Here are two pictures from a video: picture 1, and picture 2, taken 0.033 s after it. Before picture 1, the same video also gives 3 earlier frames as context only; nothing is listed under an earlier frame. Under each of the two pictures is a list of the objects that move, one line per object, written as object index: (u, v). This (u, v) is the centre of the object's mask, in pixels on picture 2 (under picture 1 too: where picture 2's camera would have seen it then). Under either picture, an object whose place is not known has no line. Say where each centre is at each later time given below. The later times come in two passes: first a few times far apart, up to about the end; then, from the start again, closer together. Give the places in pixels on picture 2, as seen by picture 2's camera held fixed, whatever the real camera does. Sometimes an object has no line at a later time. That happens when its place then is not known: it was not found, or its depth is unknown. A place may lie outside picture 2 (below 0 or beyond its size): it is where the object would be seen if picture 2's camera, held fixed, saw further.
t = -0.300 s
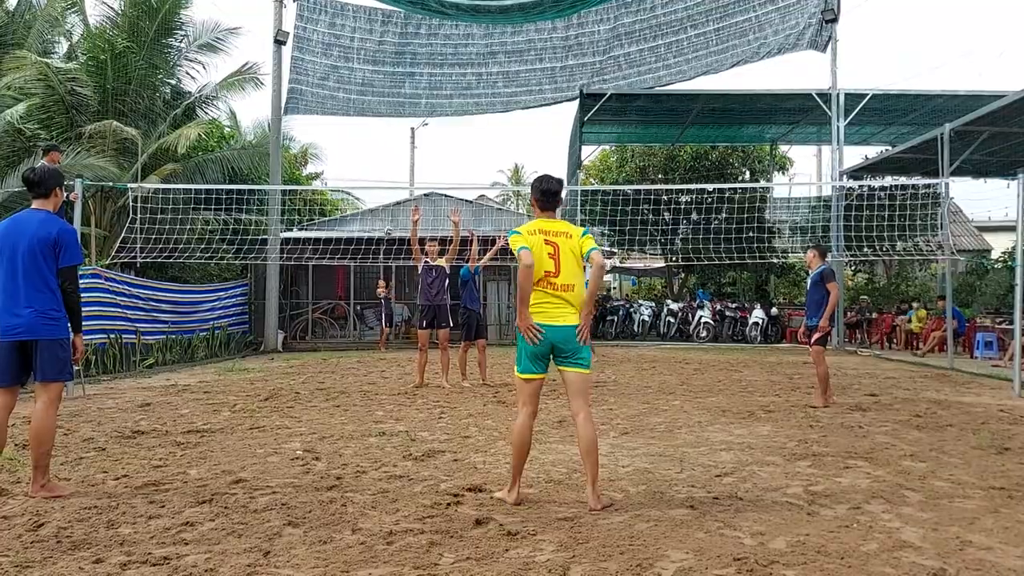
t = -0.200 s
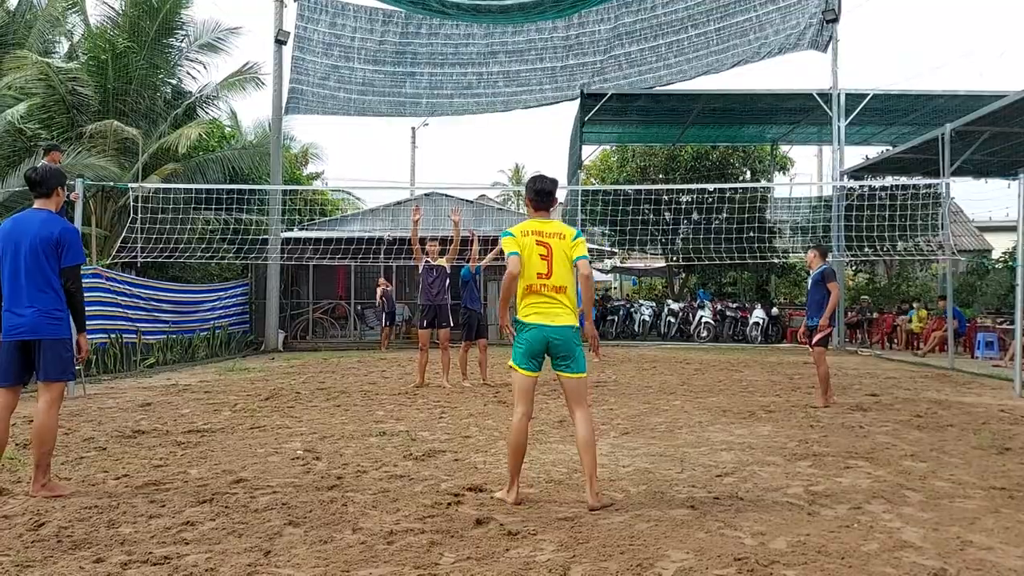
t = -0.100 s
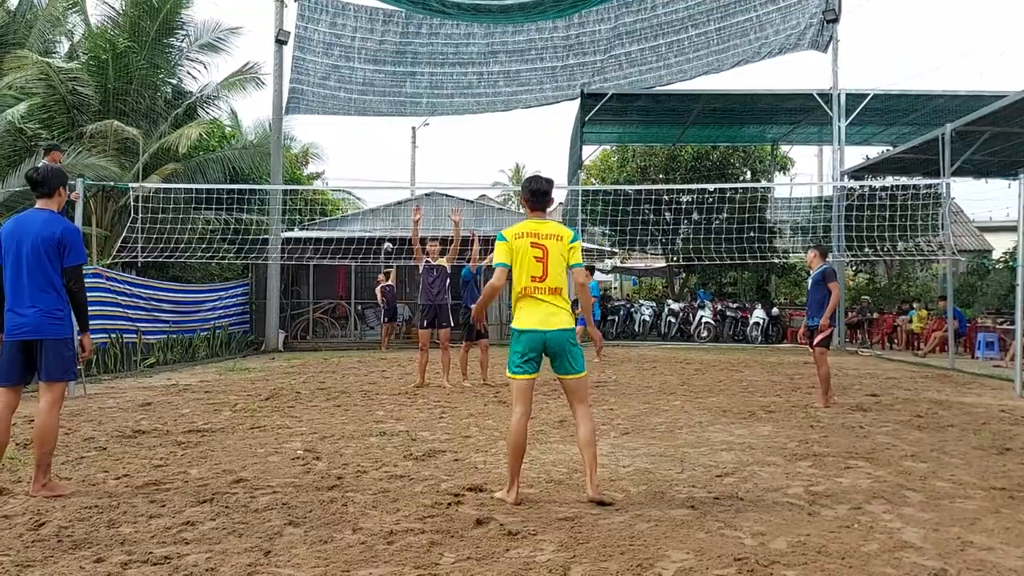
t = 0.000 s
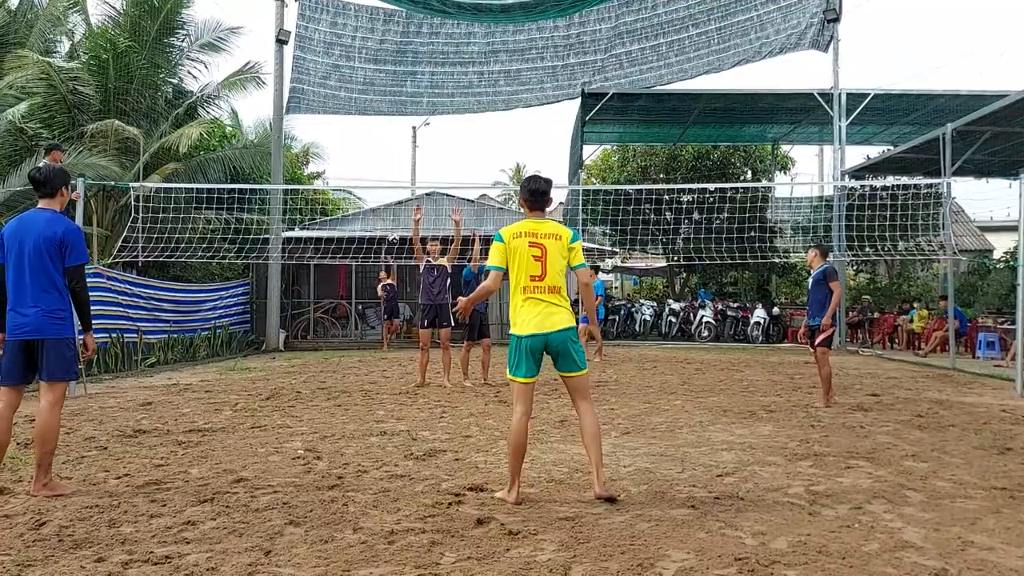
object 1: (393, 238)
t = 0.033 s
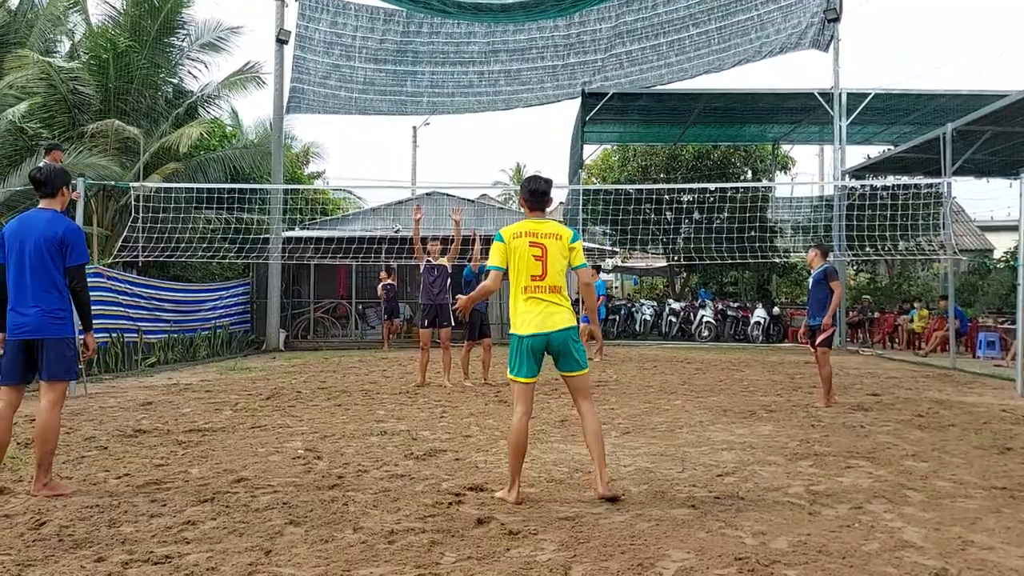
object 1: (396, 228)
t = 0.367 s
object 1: (436, 151)
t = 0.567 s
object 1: (467, 121)
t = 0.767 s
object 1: (519, 119)
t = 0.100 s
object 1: (404, 211)
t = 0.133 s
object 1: (408, 202)
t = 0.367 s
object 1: (436, 151)
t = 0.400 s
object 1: (441, 145)
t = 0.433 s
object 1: (445, 139)
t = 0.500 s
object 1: (455, 128)
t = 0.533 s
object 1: (461, 124)
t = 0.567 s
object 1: (467, 121)
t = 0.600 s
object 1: (474, 118)
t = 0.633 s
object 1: (481, 115)
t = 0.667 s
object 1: (489, 115)
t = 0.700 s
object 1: (498, 115)
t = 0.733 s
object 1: (509, 116)
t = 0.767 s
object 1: (519, 119)
